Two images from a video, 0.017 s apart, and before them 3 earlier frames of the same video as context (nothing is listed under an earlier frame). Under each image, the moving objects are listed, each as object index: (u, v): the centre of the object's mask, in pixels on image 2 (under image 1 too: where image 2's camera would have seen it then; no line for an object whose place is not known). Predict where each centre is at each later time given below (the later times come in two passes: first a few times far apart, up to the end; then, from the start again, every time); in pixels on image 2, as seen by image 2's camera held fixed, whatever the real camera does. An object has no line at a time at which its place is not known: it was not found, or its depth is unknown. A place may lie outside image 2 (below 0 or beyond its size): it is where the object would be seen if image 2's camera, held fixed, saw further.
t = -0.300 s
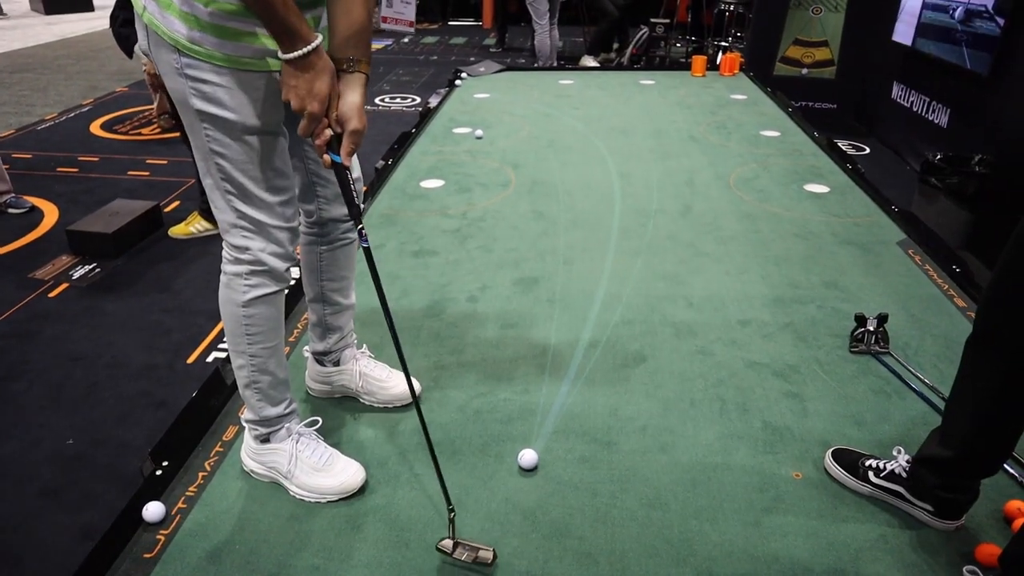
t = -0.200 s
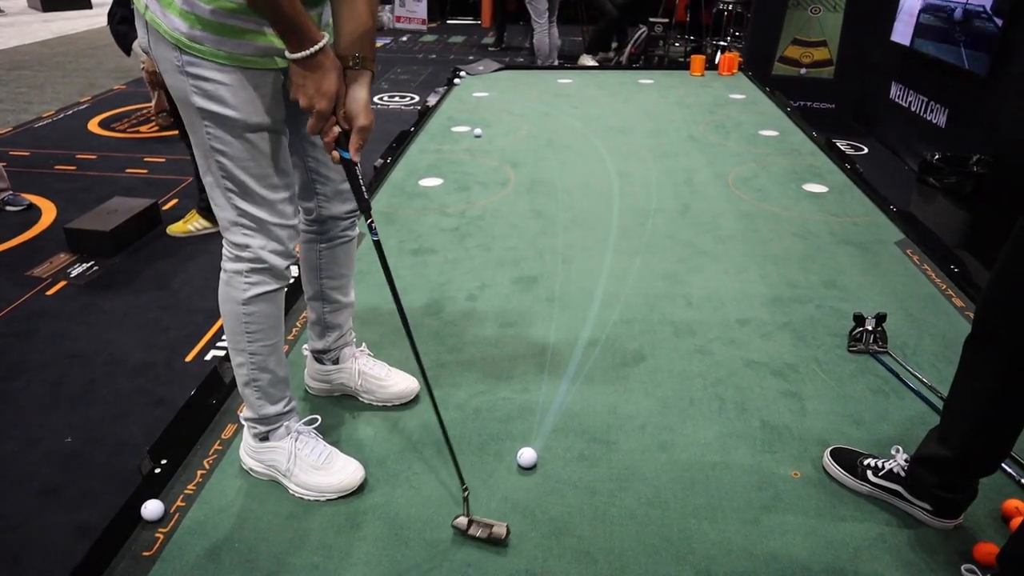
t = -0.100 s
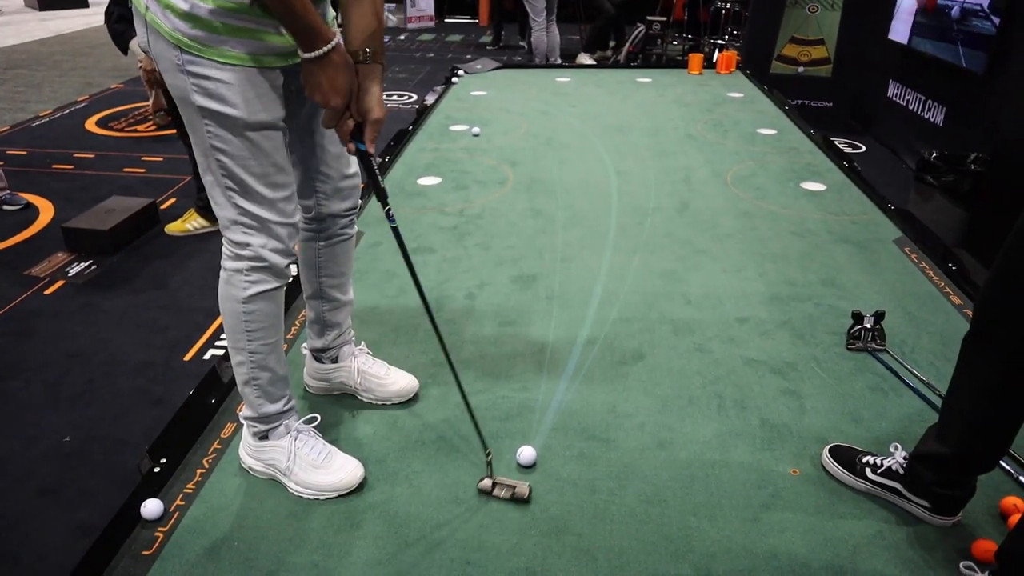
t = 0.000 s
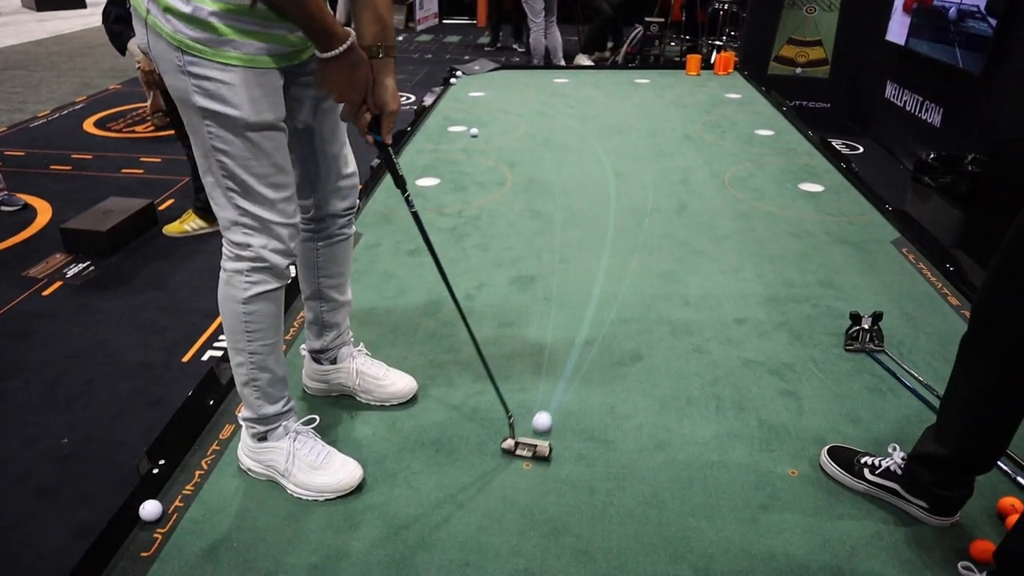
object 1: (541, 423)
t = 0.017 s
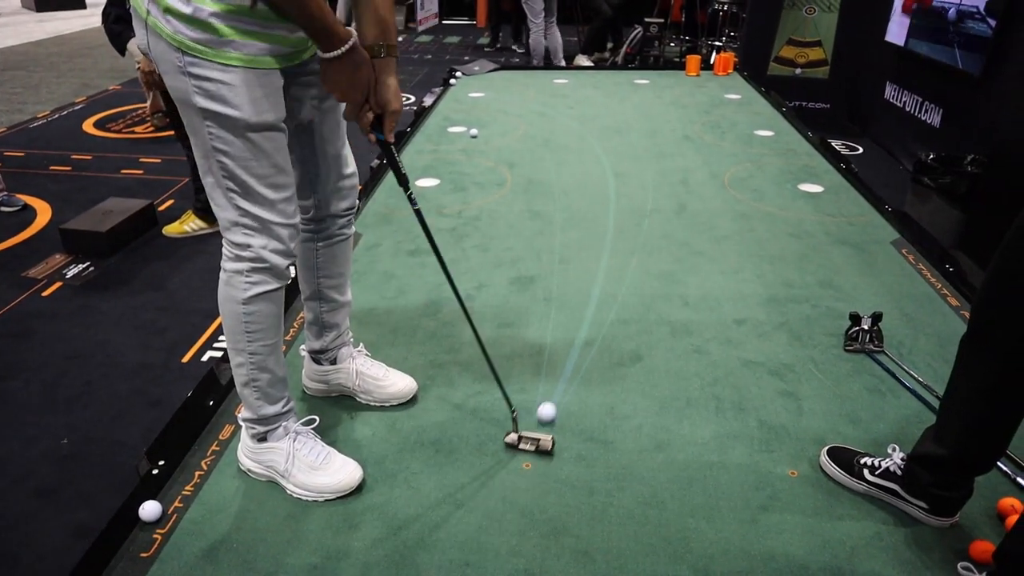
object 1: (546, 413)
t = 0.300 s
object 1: (591, 304)
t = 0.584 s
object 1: (608, 243)
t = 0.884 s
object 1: (613, 199)
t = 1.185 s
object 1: (610, 169)
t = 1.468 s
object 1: (602, 148)
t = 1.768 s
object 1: (590, 132)
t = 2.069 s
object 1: (576, 119)
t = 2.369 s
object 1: (560, 110)
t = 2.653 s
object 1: (545, 104)
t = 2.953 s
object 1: (527, 99)
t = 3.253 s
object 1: (511, 96)
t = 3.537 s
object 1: (496, 94)
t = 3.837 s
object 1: (482, 93)
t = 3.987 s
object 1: (476, 93)
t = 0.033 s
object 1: (551, 403)
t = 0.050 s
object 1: (555, 394)
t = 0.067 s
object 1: (559, 386)
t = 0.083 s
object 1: (562, 378)
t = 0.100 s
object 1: (565, 370)
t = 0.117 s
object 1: (568, 363)
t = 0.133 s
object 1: (571, 357)
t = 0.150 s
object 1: (574, 350)
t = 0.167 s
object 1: (576, 344)
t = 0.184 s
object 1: (579, 339)
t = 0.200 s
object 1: (581, 333)
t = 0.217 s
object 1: (583, 328)
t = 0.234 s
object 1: (585, 323)
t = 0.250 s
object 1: (586, 318)
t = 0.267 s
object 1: (588, 313)
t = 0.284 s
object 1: (590, 308)
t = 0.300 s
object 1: (591, 304)
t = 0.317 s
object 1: (593, 300)
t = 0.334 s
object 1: (594, 296)
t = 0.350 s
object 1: (596, 291)
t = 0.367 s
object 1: (597, 287)
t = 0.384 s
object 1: (598, 283)
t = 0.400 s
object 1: (599, 280)
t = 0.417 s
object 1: (600, 276)
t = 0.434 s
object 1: (601, 272)
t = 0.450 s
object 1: (602, 269)
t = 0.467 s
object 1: (603, 265)
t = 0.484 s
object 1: (604, 262)
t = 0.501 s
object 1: (605, 259)
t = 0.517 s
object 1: (606, 255)
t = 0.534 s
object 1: (606, 253)
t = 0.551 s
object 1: (607, 249)
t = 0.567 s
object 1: (608, 246)
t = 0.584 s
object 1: (608, 243)
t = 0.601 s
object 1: (609, 240)
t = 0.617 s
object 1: (609, 238)
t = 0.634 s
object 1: (610, 235)
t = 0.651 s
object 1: (610, 232)
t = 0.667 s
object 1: (611, 229)
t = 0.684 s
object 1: (611, 227)
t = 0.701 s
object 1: (612, 224)
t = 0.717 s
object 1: (612, 221)
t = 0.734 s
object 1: (612, 219)
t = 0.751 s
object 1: (612, 217)
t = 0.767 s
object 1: (612, 214)
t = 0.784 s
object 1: (613, 212)
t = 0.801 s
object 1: (613, 210)
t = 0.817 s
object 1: (613, 207)
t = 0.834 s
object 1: (613, 205)
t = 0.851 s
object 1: (613, 203)
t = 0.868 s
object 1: (613, 201)
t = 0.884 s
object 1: (613, 199)
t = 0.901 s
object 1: (613, 197)
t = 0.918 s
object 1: (613, 195)
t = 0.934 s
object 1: (613, 193)
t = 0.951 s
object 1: (613, 191)
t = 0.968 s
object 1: (613, 189)
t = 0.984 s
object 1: (613, 188)
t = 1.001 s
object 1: (612, 186)
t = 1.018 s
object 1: (612, 184)
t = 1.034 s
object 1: (612, 182)
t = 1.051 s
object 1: (612, 181)
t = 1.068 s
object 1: (611, 179)
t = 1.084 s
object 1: (611, 177)
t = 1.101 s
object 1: (611, 176)
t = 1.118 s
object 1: (611, 175)
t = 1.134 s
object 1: (610, 173)
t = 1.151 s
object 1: (610, 172)
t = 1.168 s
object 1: (610, 170)
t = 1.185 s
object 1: (610, 169)
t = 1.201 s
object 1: (609, 167)
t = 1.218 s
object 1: (609, 166)
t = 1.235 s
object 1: (608, 164)
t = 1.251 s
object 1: (608, 163)
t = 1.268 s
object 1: (607, 162)
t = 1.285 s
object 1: (607, 160)
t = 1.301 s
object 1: (607, 159)
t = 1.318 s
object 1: (606, 158)
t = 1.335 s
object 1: (606, 157)
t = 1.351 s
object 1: (605, 155)
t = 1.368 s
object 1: (605, 154)
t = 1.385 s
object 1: (604, 153)
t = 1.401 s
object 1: (604, 152)
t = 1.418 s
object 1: (603, 151)
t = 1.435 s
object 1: (603, 150)
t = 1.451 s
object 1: (602, 149)
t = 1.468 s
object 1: (602, 148)
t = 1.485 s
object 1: (601, 146)
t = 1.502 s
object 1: (600, 145)
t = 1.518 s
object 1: (600, 144)
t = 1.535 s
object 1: (599, 143)
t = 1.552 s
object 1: (599, 143)
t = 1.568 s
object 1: (598, 142)
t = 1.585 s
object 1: (598, 141)
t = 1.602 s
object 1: (597, 140)
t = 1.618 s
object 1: (596, 139)
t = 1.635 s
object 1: (596, 138)
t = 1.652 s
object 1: (595, 137)
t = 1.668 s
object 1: (594, 136)
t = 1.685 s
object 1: (593, 136)
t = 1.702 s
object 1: (593, 134)
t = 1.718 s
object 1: (592, 134)
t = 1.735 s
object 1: (592, 133)
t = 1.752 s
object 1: (591, 132)
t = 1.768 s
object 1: (590, 132)
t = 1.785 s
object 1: (589, 131)
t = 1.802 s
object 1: (588, 130)
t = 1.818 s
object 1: (588, 129)
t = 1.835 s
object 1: (587, 129)
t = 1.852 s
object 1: (586, 128)
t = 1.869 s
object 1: (585, 127)
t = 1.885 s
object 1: (584, 127)
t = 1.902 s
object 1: (584, 126)
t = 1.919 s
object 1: (583, 125)
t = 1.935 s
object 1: (582, 124)
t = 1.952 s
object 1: (581, 124)
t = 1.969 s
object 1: (580, 123)
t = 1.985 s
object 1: (580, 122)
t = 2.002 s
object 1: (579, 122)
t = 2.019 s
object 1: (578, 121)
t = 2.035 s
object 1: (577, 120)
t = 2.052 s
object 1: (576, 120)
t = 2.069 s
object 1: (576, 119)
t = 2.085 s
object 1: (575, 119)
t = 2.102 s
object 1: (574, 118)
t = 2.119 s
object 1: (573, 117)
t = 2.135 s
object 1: (573, 117)
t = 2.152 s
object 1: (572, 116)
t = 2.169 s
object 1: (571, 116)
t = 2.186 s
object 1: (570, 115)
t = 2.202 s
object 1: (569, 115)
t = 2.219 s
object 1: (568, 114)
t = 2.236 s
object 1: (567, 114)
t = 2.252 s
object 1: (567, 113)
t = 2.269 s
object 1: (566, 113)
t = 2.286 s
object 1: (565, 112)
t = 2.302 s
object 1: (564, 112)
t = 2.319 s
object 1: (563, 112)
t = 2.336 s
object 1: (562, 111)
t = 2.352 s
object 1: (561, 111)
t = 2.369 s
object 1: (560, 110)
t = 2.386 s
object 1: (559, 109)
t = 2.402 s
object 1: (558, 109)
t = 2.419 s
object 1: (558, 109)
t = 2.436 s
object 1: (557, 108)
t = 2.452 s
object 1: (556, 108)
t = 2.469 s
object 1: (555, 108)
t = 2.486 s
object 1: (554, 107)
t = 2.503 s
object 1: (553, 107)
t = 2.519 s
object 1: (552, 107)
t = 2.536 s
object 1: (552, 106)
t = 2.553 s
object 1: (550, 106)
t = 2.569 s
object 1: (549, 106)
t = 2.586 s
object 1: (548, 105)
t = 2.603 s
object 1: (548, 105)
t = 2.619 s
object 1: (547, 104)
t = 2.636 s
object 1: (546, 104)
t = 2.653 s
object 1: (545, 104)
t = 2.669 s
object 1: (543, 104)
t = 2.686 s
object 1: (543, 103)
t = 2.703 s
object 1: (542, 103)
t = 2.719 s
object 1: (541, 103)
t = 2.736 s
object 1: (540, 102)
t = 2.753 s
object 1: (539, 102)
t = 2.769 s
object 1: (538, 102)
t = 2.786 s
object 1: (537, 101)
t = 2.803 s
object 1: (536, 101)
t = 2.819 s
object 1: (535, 101)
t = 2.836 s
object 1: (534, 101)
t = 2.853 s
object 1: (533, 101)
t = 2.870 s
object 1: (532, 100)
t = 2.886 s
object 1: (531, 100)
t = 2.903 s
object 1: (530, 100)
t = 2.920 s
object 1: (529, 99)
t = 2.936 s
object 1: (528, 99)
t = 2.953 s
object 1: (527, 99)
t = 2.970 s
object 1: (527, 99)
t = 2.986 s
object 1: (526, 99)
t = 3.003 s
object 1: (525, 98)
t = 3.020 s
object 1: (524, 98)
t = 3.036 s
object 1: (523, 98)
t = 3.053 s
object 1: (522, 98)
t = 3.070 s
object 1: (521, 98)
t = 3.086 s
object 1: (520, 97)
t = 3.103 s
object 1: (519, 97)
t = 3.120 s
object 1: (519, 97)
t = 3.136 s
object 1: (518, 97)
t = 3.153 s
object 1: (517, 97)
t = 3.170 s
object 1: (516, 97)
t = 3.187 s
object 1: (515, 97)
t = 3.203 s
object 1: (514, 97)
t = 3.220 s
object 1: (513, 96)
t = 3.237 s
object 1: (512, 96)
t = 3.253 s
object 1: (511, 96)
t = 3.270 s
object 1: (510, 96)
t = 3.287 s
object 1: (510, 96)
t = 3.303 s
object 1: (508, 96)
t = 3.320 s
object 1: (508, 95)
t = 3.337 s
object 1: (507, 95)
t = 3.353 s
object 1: (506, 95)
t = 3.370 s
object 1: (505, 95)
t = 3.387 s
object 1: (504, 95)
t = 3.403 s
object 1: (503, 95)
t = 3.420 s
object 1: (503, 95)
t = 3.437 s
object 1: (501, 95)
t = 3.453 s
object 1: (501, 95)
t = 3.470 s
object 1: (500, 95)
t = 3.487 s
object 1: (499, 94)
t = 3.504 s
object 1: (498, 94)
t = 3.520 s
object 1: (497, 94)
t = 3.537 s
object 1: (496, 94)
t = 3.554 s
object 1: (495, 94)
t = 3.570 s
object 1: (495, 94)
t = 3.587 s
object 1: (494, 94)
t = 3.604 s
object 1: (493, 94)
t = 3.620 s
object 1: (492, 94)
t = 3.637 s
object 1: (491, 94)
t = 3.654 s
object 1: (490, 94)
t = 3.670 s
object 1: (489, 94)
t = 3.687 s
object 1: (489, 94)
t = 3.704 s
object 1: (488, 94)
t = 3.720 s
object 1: (487, 93)
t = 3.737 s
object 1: (486, 93)
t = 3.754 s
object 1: (485, 93)
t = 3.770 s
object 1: (485, 93)
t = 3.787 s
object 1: (484, 93)
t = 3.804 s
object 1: (483, 93)
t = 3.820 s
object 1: (483, 93)
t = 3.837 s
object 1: (482, 93)
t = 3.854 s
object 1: (481, 93)
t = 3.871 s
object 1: (481, 93)
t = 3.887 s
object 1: (480, 93)
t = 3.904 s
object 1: (479, 93)
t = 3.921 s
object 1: (478, 93)
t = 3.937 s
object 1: (477, 93)
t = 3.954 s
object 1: (477, 93)
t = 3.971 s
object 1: (476, 93)
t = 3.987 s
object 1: (476, 93)
